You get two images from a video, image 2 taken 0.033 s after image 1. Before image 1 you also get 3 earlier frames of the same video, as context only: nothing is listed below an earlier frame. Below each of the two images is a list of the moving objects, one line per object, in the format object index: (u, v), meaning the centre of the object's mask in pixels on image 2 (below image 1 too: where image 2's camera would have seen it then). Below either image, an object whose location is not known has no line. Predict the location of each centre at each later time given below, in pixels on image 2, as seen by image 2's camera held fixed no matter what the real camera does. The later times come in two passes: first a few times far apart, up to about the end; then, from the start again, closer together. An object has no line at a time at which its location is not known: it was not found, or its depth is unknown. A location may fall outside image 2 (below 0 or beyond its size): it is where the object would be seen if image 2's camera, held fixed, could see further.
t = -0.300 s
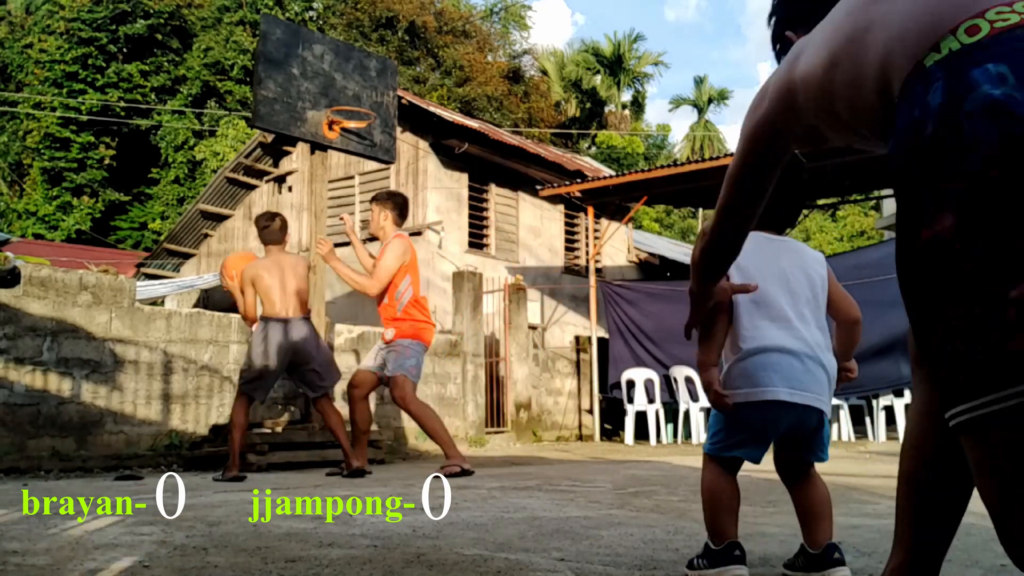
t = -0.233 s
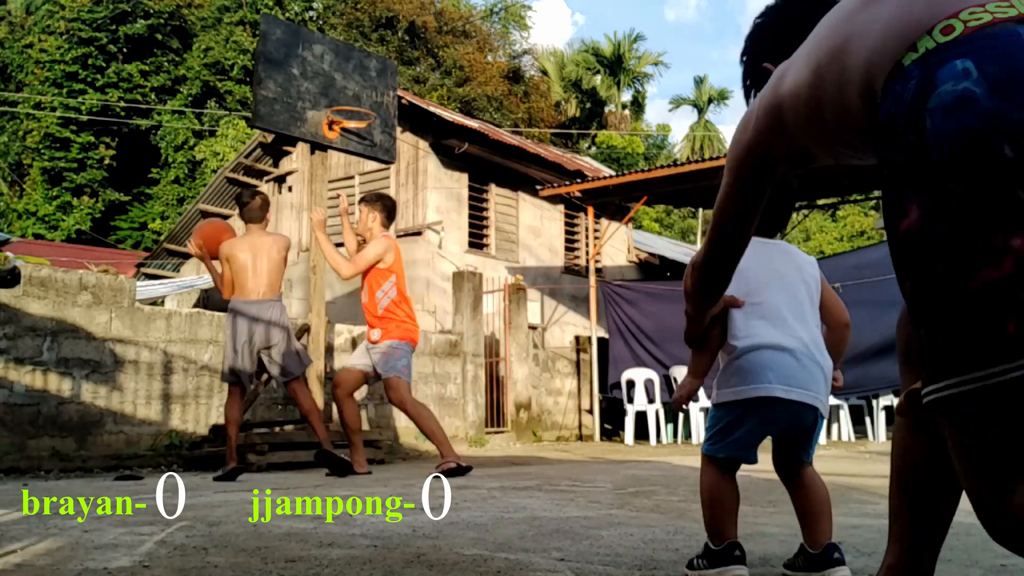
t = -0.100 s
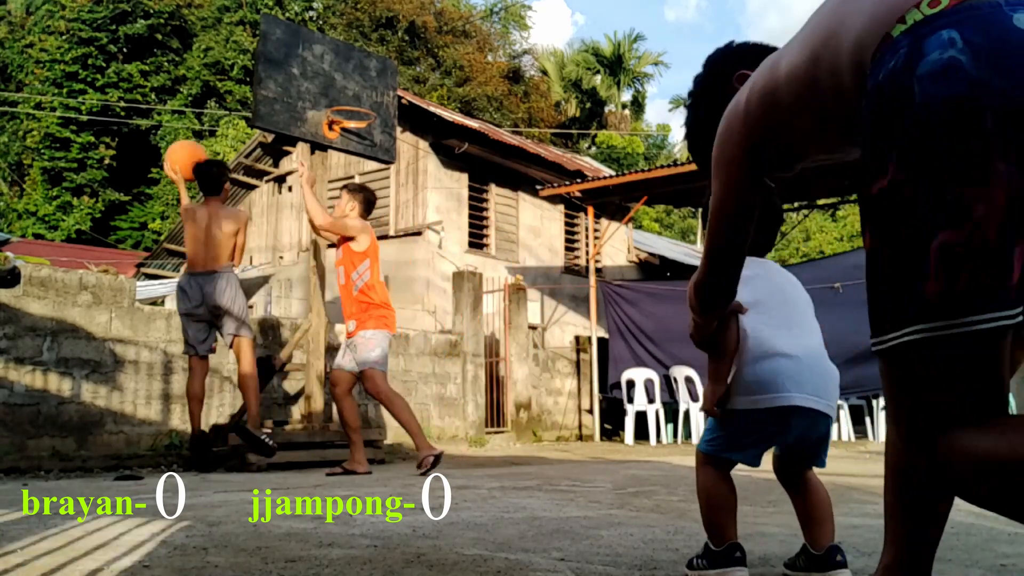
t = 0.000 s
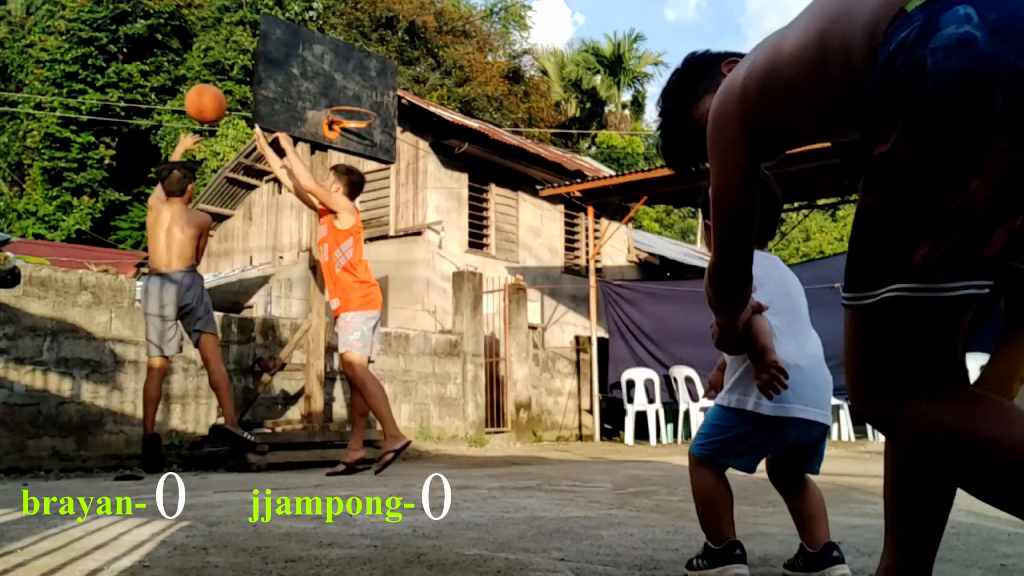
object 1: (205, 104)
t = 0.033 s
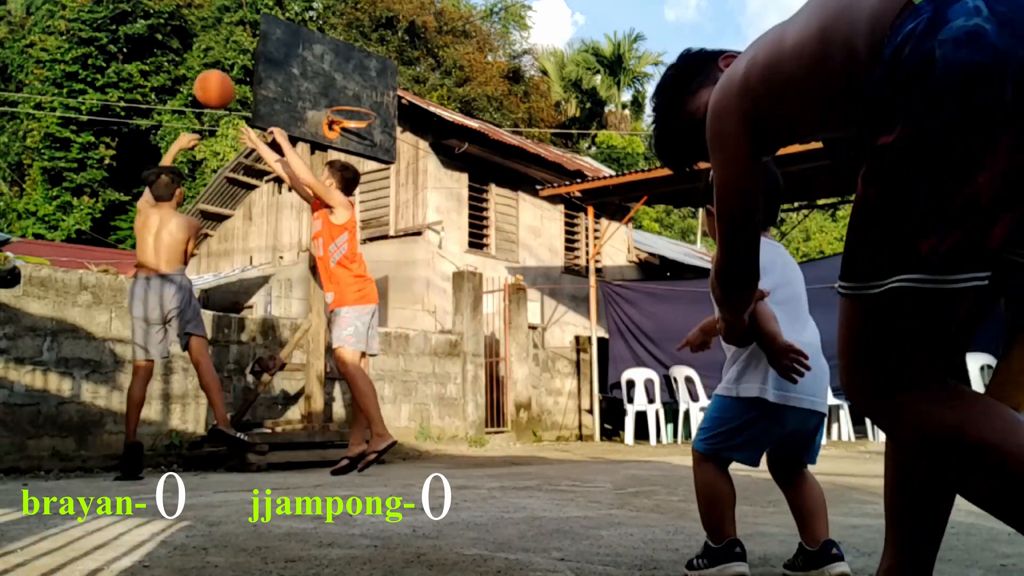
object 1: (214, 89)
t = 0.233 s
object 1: (261, 43)
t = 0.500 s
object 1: (328, 59)
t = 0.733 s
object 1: (388, 155)
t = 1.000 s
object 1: (456, 366)
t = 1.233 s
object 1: (478, 338)
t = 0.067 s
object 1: (223, 77)
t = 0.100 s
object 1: (231, 67)
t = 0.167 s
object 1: (246, 52)
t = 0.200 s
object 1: (254, 47)
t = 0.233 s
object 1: (261, 43)
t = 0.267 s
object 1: (268, 42)
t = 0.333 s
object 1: (285, 39)
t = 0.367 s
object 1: (294, 40)
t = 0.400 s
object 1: (302, 43)
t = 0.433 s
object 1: (311, 47)
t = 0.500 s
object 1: (328, 59)
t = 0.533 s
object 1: (337, 68)
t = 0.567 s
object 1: (345, 79)
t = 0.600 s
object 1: (354, 91)
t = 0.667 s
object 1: (371, 119)
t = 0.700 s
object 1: (379, 136)
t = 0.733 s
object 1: (388, 155)
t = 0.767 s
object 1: (396, 175)
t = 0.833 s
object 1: (413, 221)
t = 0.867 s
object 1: (422, 246)
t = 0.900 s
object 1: (430, 274)
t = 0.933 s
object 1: (439, 303)
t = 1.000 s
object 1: (456, 366)
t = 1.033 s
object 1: (464, 402)
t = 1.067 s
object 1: (472, 439)
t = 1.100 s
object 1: (476, 441)
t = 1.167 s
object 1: (477, 386)
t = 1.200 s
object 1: (478, 361)
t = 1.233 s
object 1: (478, 338)
